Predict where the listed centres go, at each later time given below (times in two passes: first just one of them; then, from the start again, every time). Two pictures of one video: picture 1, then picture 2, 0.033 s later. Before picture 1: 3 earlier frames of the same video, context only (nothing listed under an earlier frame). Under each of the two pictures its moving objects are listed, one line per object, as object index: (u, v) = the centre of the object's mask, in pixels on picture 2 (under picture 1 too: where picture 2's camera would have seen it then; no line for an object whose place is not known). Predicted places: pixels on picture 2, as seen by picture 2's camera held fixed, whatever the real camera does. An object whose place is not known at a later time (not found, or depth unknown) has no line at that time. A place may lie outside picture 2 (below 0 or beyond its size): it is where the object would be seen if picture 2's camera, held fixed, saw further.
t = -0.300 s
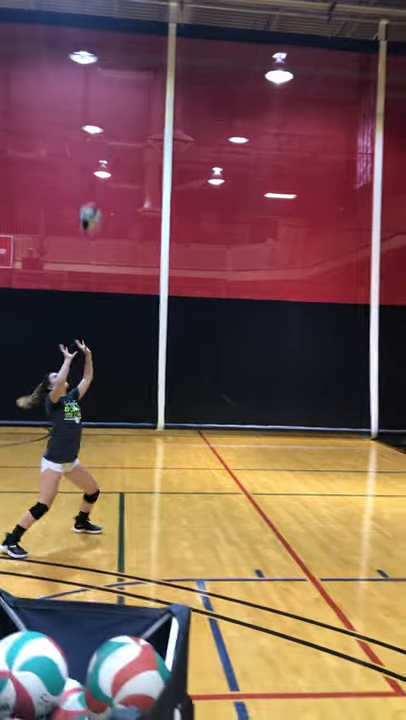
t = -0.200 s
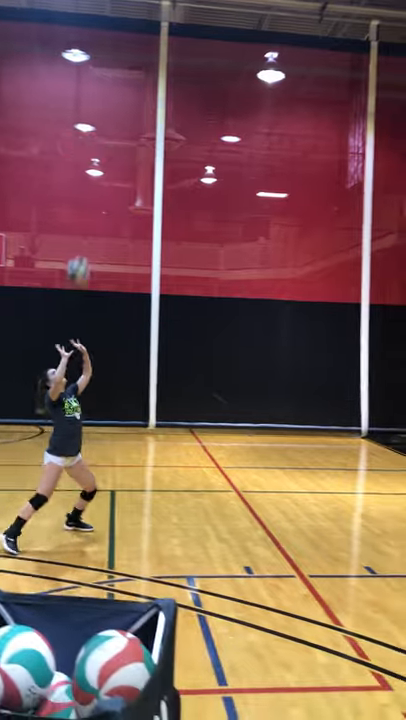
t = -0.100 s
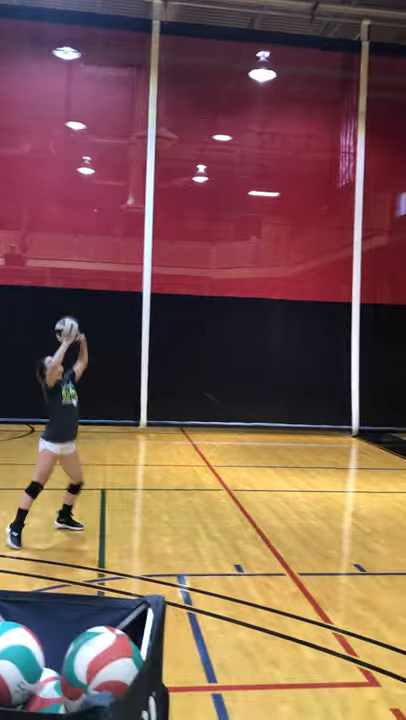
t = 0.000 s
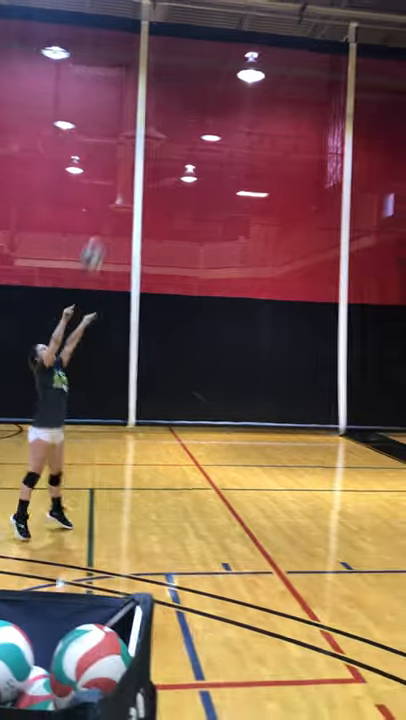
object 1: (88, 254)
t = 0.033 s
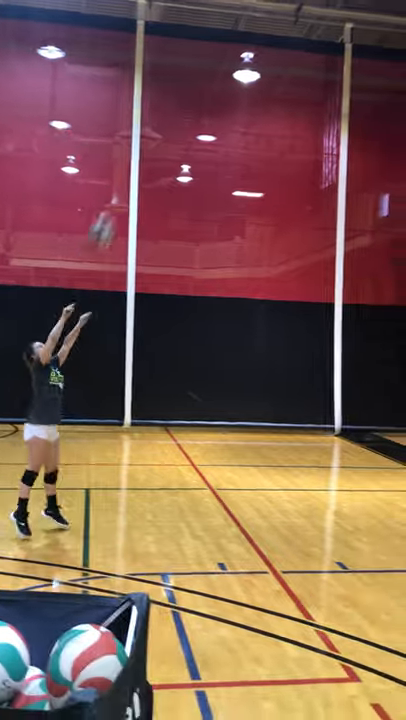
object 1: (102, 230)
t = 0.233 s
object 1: (188, 94)
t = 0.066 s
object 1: (116, 205)
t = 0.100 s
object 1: (128, 180)
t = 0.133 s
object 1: (147, 157)
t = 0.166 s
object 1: (160, 135)
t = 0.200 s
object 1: (174, 112)
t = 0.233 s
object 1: (188, 94)
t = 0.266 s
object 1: (204, 76)
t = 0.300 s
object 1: (218, 59)
